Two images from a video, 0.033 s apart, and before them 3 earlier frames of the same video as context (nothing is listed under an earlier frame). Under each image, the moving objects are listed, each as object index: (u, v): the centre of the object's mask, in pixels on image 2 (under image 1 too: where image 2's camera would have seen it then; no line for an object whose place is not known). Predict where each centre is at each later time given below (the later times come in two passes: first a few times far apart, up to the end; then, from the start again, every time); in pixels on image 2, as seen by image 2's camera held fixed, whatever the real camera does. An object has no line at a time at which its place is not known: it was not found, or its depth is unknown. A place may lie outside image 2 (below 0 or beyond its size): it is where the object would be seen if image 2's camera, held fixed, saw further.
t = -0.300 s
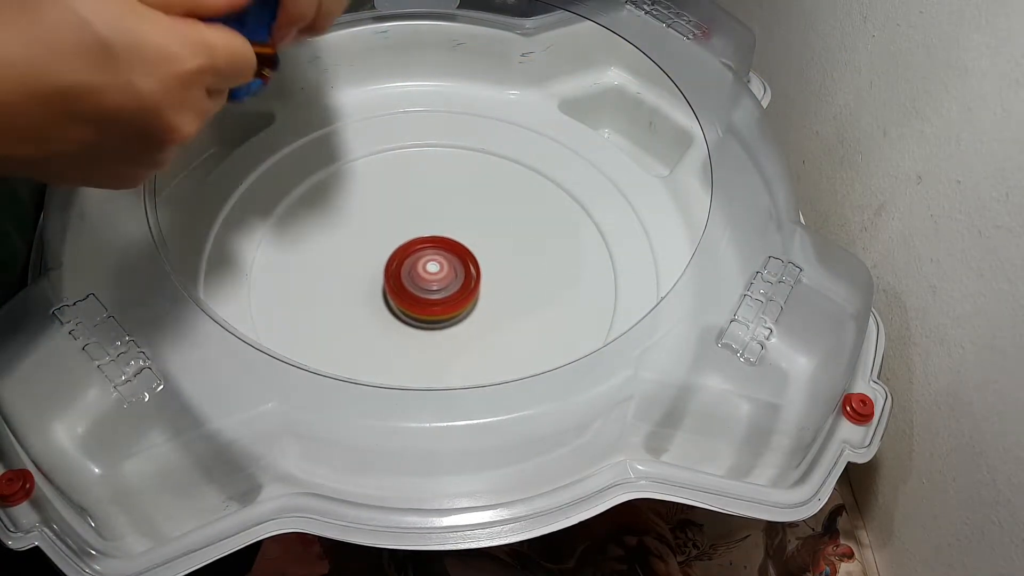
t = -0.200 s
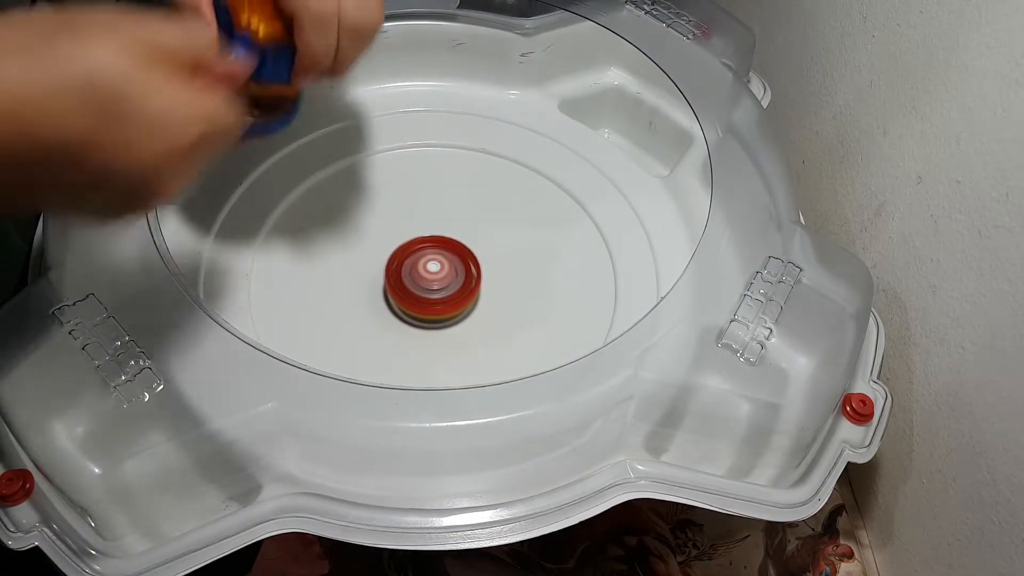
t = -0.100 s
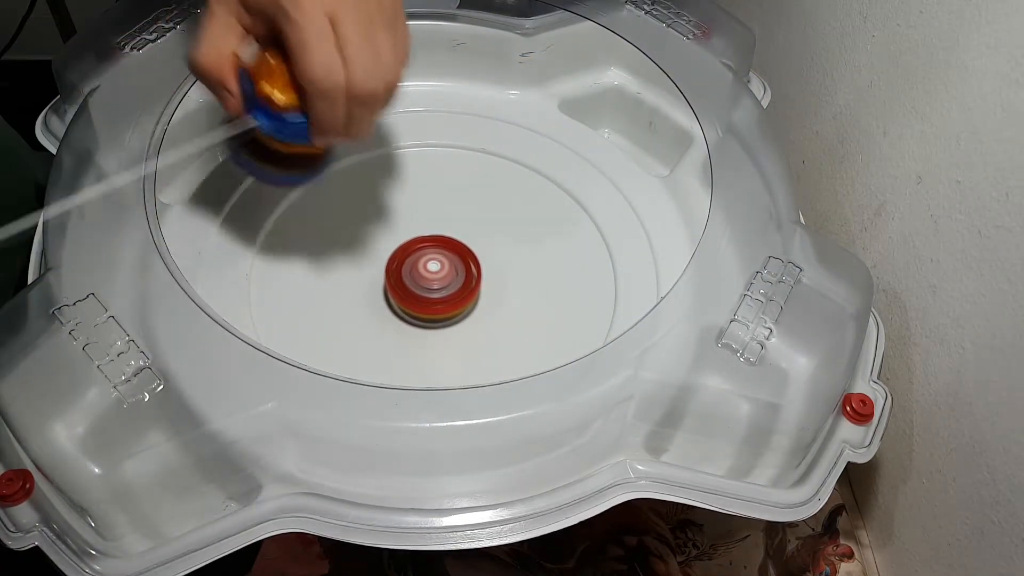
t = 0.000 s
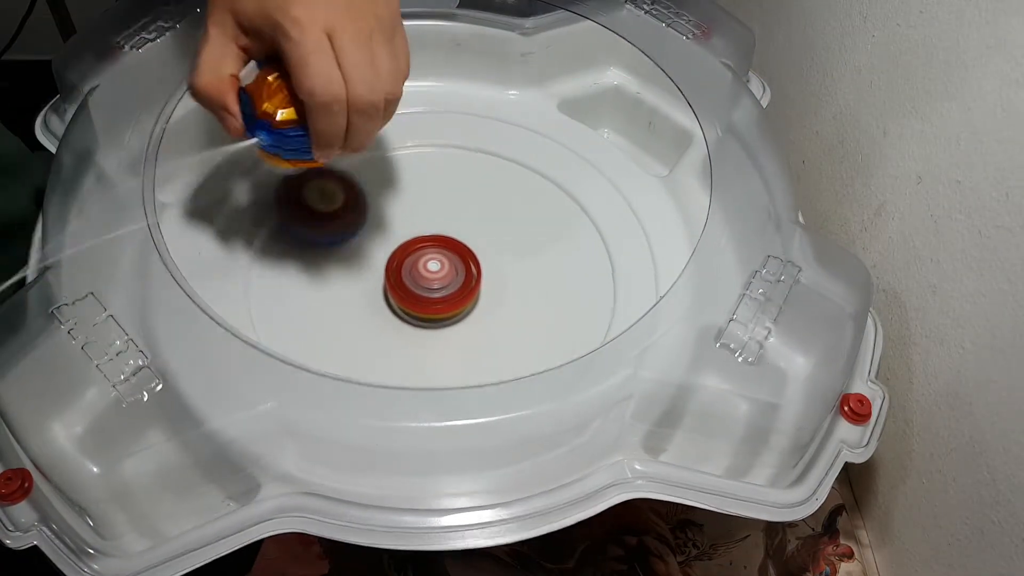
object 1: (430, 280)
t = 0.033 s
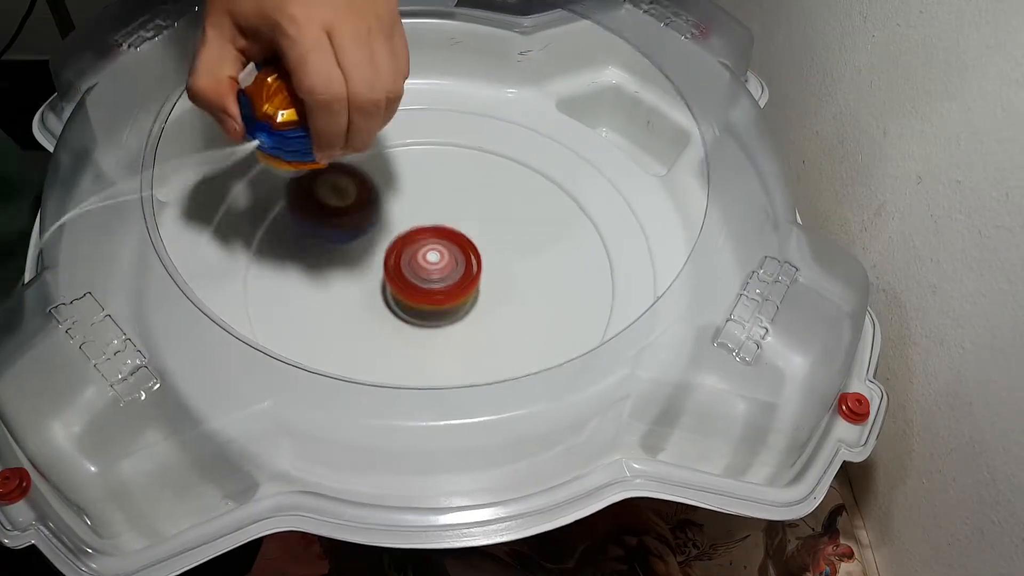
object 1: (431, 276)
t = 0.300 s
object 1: (551, 325)
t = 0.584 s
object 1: (481, 338)
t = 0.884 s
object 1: (427, 338)
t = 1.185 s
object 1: (501, 395)
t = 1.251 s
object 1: (505, 368)
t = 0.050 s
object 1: (432, 275)
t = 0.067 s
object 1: (432, 276)
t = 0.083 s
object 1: (438, 280)
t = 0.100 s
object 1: (451, 292)
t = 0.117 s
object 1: (464, 298)
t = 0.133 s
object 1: (477, 303)
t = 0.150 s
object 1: (491, 309)
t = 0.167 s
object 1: (502, 314)
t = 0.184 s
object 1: (513, 318)
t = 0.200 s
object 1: (523, 322)
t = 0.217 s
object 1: (531, 325)
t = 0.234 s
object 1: (538, 326)
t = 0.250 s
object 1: (544, 326)
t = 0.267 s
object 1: (548, 326)
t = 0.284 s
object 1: (551, 325)
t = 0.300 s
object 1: (551, 325)
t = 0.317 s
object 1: (549, 325)
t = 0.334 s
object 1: (547, 326)
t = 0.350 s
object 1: (543, 325)
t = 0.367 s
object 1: (538, 323)
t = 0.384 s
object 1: (533, 321)
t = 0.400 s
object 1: (526, 318)
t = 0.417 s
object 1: (520, 314)
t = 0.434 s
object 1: (512, 310)
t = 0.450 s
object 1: (505, 306)
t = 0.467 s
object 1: (496, 302)
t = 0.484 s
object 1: (488, 299)
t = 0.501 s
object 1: (486, 303)
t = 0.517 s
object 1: (486, 310)
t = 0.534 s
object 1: (486, 318)
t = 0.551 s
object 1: (485, 326)
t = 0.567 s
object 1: (484, 333)
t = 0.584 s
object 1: (481, 338)
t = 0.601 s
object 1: (479, 341)
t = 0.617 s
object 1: (476, 344)
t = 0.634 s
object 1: (473, 347)
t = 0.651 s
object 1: (470, 348)
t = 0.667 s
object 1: (467, 349)
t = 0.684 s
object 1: (464, 351)
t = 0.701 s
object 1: (460, 351)
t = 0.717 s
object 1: (457, 351)
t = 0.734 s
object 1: (454, 351)
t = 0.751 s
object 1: (450, 351)
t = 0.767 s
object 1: (447, 351)
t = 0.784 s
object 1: (444, 350)
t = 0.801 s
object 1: (441, 350)
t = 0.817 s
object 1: (438, 348)
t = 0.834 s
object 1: (435, 346)
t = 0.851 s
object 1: (432, 344)
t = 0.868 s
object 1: (430, 341)
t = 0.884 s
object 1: (427, 338)
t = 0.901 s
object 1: (425, 334)
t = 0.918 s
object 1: (423, 329)
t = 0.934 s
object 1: (421, 324)
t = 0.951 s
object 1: (424, 330)
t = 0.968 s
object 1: (430, 340)
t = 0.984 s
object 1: (437, 347)
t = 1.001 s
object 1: (443, 353)
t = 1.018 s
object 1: (449, 357)
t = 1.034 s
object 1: (456, 379)
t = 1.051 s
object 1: (461, 386)
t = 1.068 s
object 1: (466, 390)
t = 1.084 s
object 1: (473, 396)
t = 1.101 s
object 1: (479, 403)
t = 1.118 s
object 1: (485, 405)
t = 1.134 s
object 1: (491, 407)
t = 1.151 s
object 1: (496, 406)
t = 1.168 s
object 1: (499, 401)
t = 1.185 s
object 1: (501, 395)
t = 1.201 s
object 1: (502, 388)
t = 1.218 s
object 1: (504, 382)
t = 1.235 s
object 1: (504, 376)
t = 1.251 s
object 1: (505, 368)
